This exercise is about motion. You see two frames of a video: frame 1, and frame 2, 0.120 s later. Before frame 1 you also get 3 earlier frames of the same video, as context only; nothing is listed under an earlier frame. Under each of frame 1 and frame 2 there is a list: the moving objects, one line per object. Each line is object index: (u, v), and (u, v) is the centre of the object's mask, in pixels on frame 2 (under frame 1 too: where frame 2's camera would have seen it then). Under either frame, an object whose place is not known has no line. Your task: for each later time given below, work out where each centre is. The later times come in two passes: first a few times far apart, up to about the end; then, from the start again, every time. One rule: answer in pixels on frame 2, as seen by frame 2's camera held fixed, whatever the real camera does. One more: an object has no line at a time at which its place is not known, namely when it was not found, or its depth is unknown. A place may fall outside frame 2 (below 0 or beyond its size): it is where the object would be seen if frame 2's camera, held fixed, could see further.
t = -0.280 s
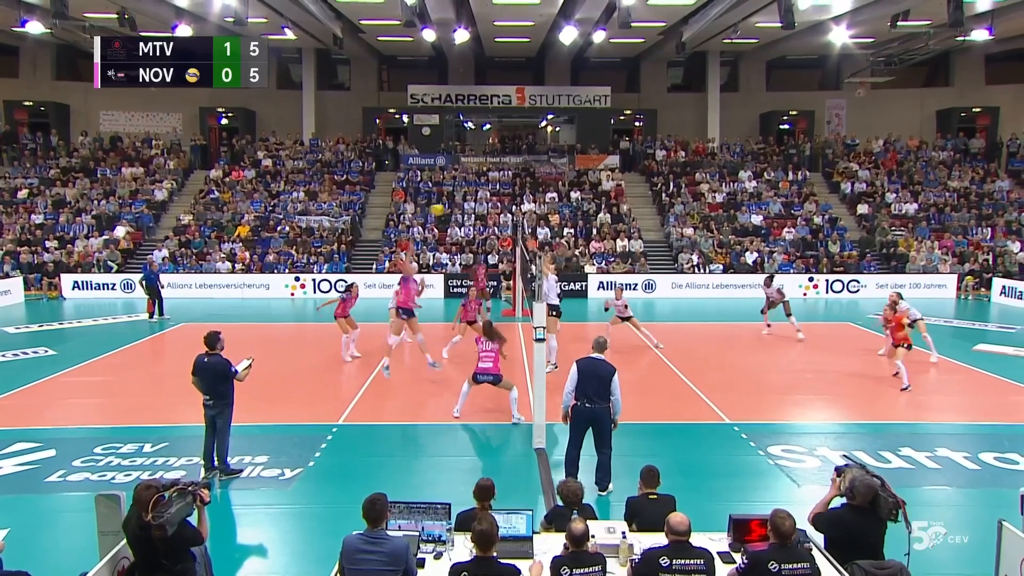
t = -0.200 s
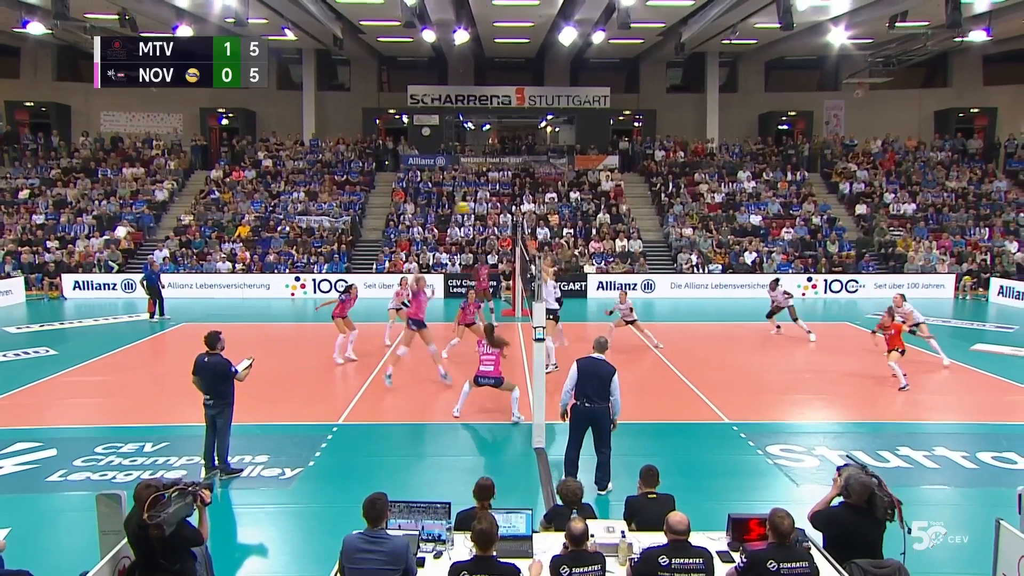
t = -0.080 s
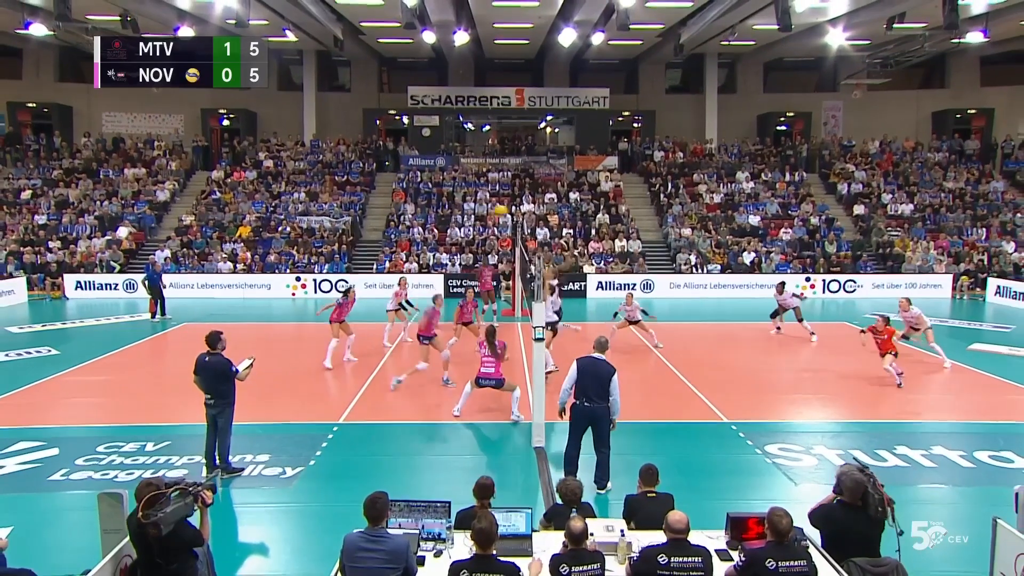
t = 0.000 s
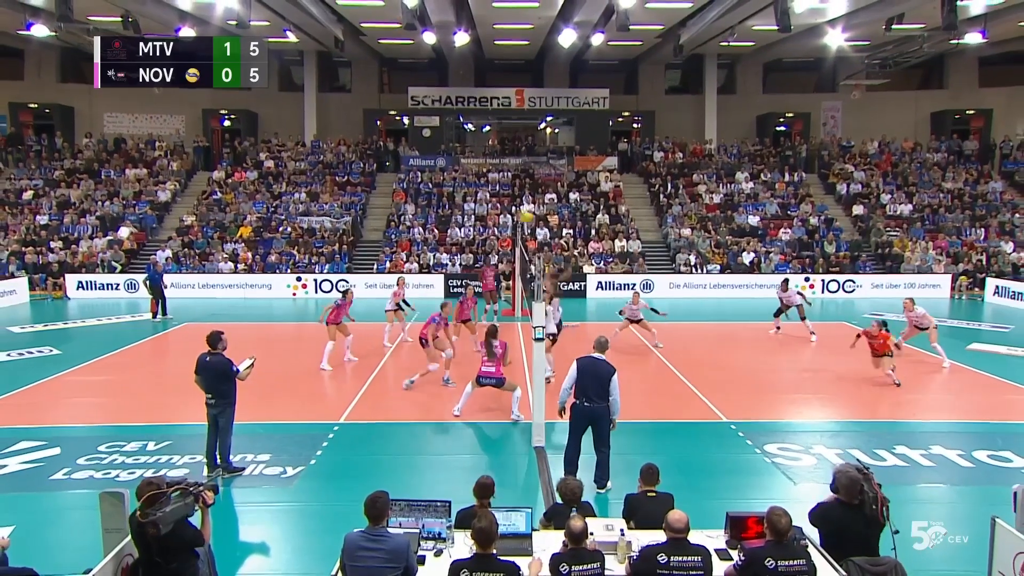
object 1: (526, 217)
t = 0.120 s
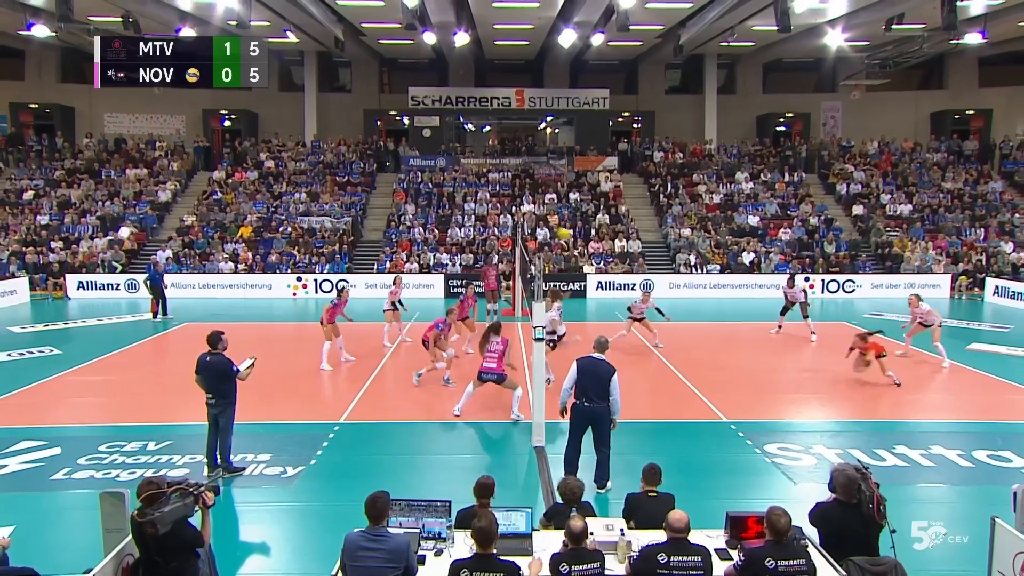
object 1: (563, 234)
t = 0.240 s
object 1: (601, 259)
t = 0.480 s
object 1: (675, 330)
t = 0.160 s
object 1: (577, 242)
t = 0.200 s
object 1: (588, 250)
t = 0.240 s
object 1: (601, 259)
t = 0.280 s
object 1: (613, 268)
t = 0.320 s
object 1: (626, 279)
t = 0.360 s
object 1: (638, 290)
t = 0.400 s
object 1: (650, 301)
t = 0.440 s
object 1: (662, 315)
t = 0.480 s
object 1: (675, 330)
